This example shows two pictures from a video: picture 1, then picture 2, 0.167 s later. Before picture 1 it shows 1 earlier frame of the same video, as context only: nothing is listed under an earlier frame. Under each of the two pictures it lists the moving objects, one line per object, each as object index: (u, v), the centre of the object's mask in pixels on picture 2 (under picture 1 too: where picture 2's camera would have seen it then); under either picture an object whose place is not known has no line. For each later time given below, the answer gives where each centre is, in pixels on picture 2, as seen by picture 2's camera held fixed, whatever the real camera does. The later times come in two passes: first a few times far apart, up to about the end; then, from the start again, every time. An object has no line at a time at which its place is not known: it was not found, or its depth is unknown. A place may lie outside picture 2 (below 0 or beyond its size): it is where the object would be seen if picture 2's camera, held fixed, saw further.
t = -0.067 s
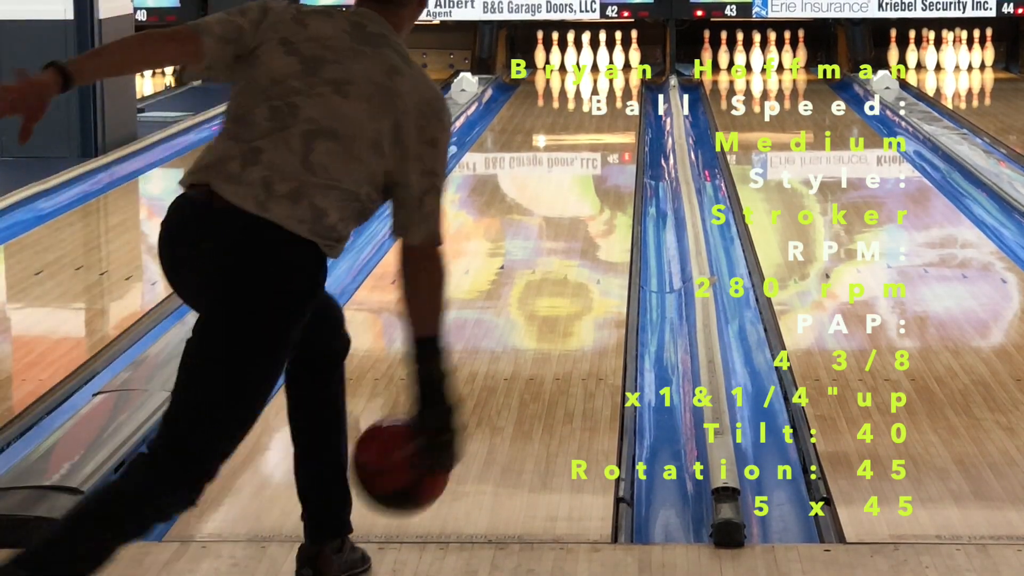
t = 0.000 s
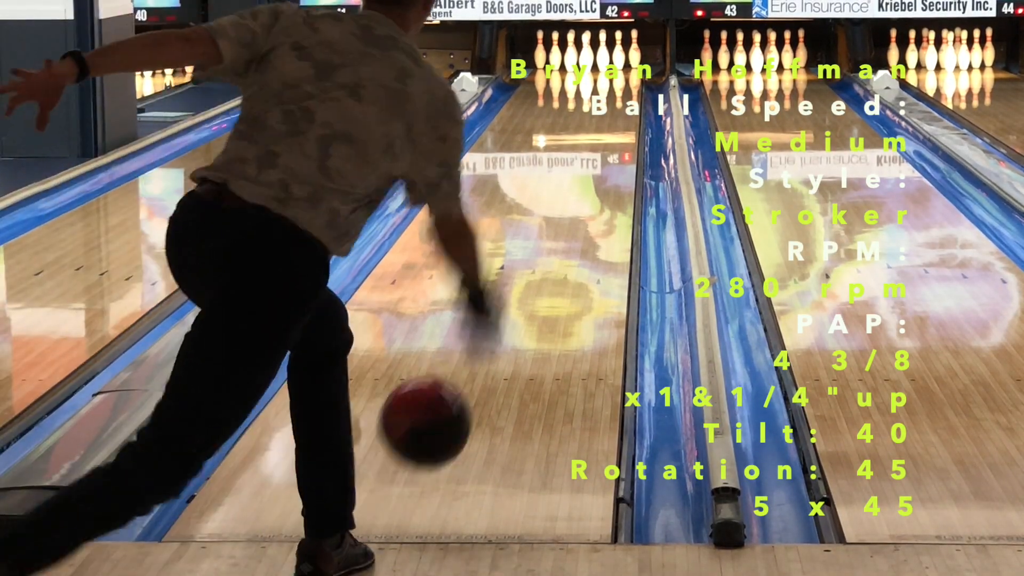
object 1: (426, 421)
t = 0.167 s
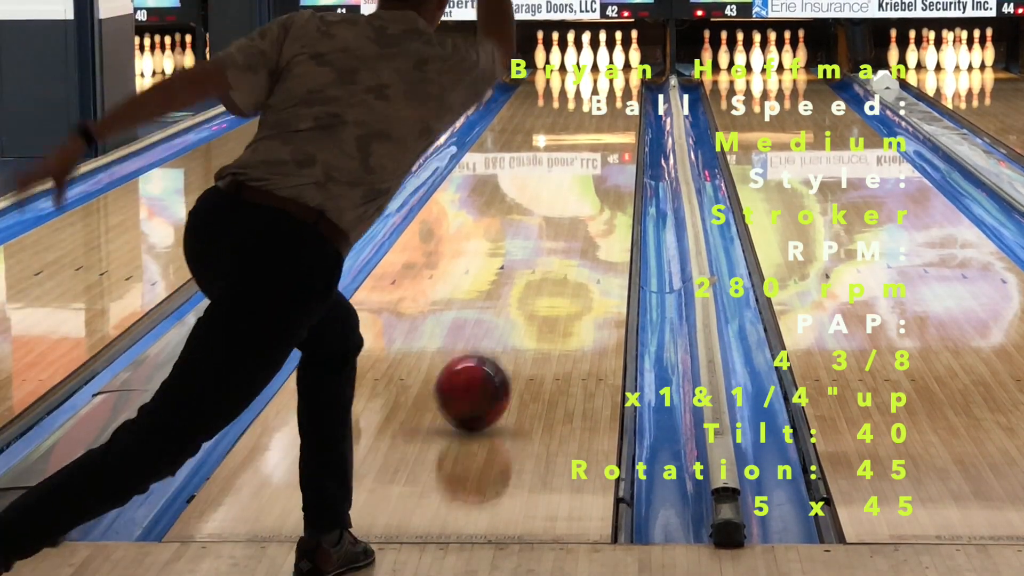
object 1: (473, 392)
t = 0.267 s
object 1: (494, 348)
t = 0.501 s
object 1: (530, 274)
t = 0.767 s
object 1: (558, 216)
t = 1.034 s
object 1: (576, 174)
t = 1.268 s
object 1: (587, 146)
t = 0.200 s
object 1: (481, 372)
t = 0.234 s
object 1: (487, 358)
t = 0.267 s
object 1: (494, 348)
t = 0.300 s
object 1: (500, 337)
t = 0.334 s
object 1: (507, 324)
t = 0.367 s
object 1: (512, 313)
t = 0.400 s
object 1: (517, 303)
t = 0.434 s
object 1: (521, 293)
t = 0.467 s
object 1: (526, 283)
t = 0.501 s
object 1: (530, 274)
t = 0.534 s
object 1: (535, 265)
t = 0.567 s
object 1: (538, 257)
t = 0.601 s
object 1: (542, 249)
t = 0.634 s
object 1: (546, 242)
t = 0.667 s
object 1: (549, 235)
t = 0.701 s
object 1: (552, 228)
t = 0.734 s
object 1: (555, 222)
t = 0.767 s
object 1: (558, 216)
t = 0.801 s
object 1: (560, 210)
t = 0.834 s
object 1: (563, 204)
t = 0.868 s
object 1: (565, 198)
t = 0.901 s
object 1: (568, 193)
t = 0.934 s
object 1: (570, 188)
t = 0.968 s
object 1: (572, 183)
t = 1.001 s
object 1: (574, 178)
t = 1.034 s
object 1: (576, 174)
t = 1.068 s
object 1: (578, 169)
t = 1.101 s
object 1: (580, 165)
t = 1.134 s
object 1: (581, 161)
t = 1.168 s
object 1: (583, 157)
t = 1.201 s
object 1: (585, 153)
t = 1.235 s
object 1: (586, 149)
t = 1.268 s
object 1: (587, 146)
